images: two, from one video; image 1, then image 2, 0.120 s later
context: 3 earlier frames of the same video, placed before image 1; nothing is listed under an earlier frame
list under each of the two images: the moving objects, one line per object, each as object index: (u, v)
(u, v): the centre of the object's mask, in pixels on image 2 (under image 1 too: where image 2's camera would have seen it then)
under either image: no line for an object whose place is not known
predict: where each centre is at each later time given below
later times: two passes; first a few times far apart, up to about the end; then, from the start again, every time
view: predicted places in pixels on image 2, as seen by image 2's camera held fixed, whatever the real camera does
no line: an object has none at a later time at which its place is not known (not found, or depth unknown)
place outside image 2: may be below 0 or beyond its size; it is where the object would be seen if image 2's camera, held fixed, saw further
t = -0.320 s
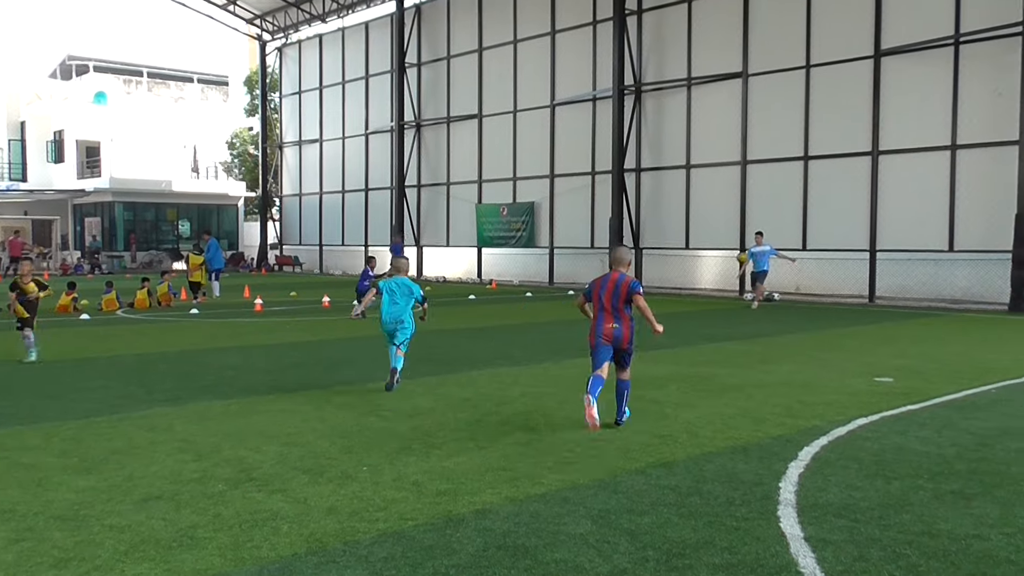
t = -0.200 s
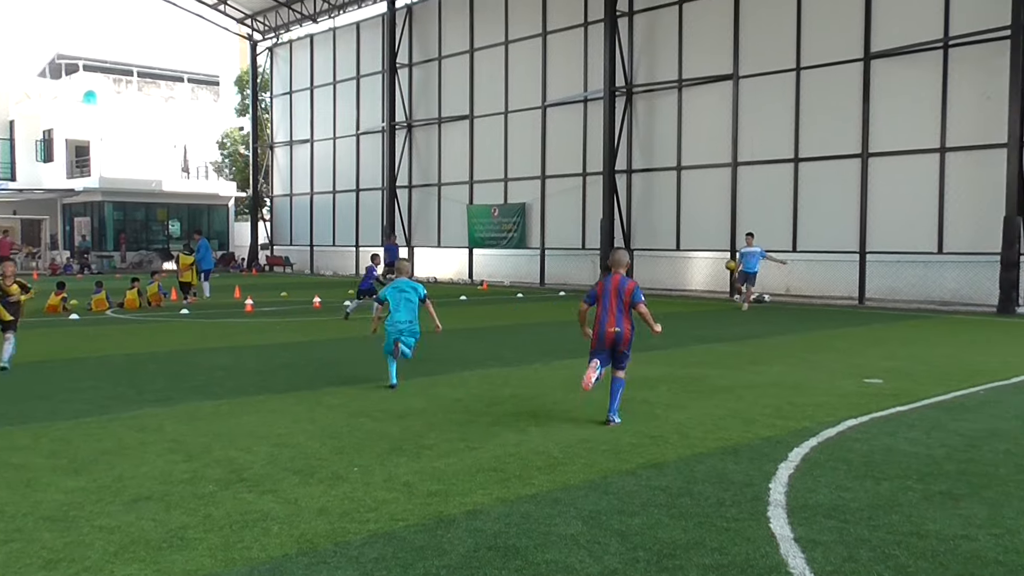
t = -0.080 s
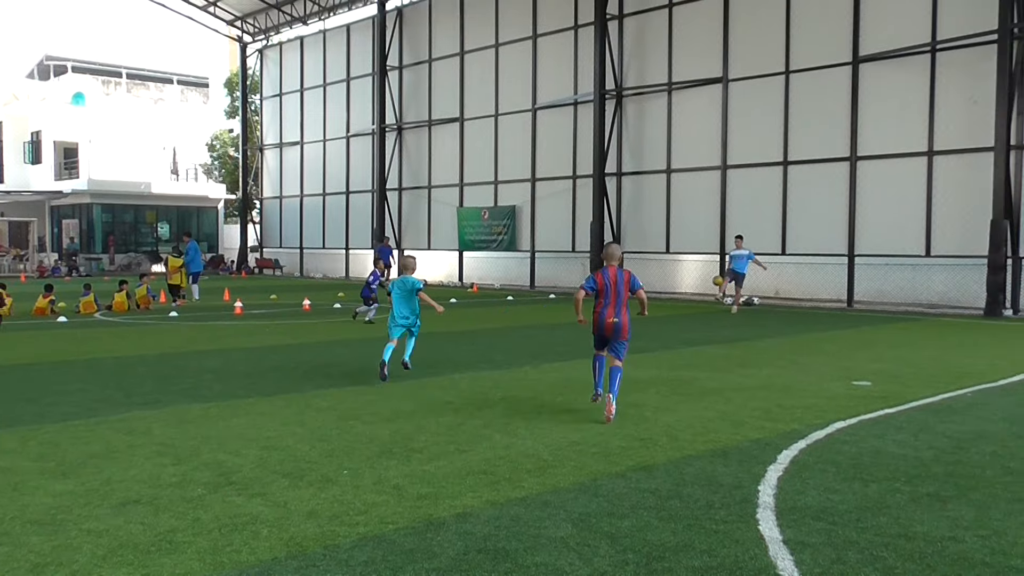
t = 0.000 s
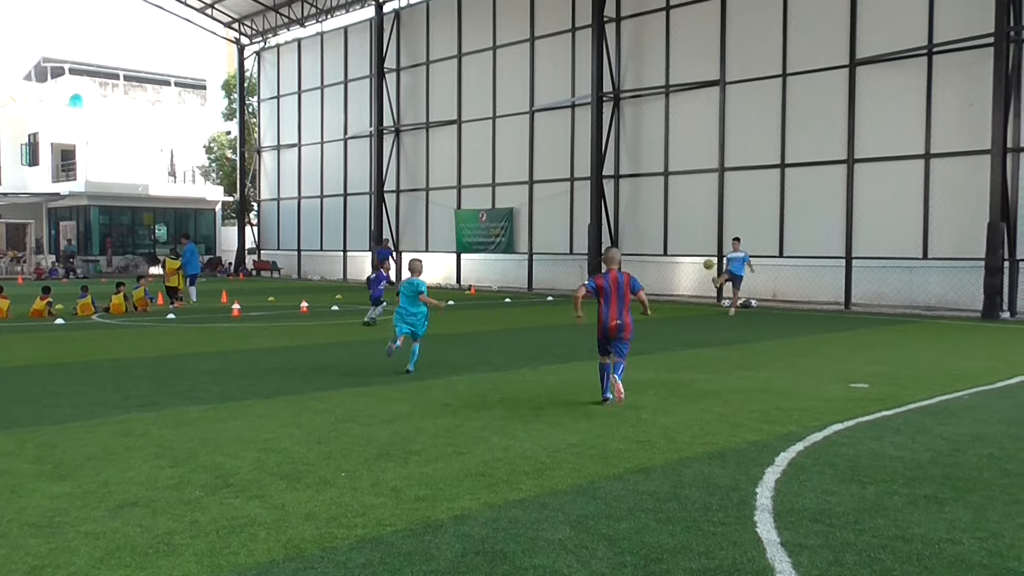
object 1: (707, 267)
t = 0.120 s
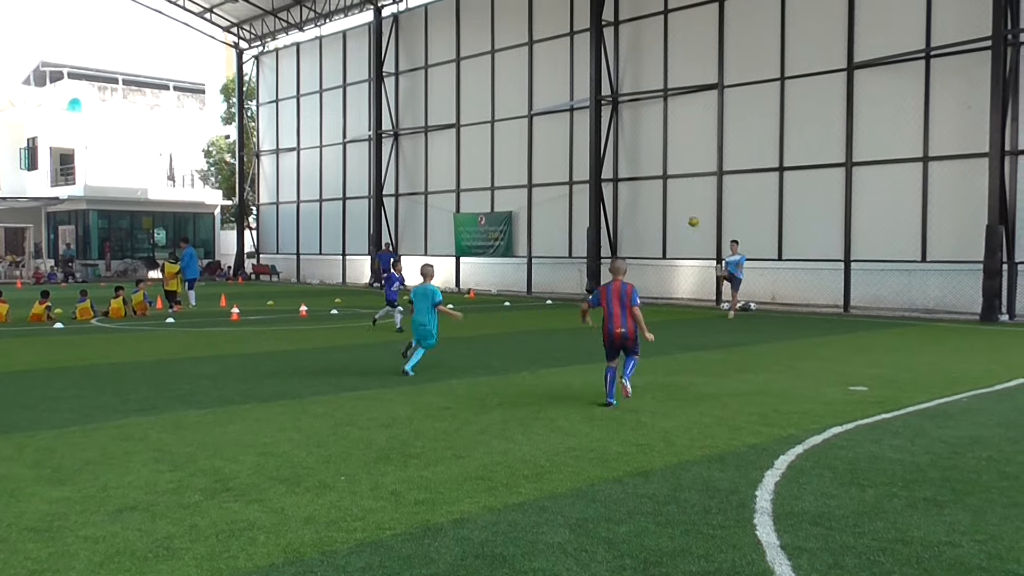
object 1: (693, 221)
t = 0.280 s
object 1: (675, 171)
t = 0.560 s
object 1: (641, 111)
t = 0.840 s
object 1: (607, 86)
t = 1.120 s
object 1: (573, 102)
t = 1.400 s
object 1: (548, 147)
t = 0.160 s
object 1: (689, 208)
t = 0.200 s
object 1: (684, 194)
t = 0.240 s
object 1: (679, 182)
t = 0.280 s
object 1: (675, 171)
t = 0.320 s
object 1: (669, 159)
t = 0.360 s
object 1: (665, 149)
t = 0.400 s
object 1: (660, 140)
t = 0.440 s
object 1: (656, 131)
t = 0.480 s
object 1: (651, 123)
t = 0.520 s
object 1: (646, 116)
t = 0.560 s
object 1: (641, 111)
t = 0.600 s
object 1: (636, 104)
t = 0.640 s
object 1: (632, 99)
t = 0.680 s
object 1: (627, 96)
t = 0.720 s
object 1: (622, 91)
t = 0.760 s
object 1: (617, 90)
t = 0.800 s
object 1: (613, 88)
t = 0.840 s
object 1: (607, 86)
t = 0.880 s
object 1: (602, 86)
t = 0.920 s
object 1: (597, 87)
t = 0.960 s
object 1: (593, 88)
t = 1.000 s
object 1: (588, 90)
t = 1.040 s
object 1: (583, 93)
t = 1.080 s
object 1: (578, 97)
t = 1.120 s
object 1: (573, 102)
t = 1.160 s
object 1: (568, 106)
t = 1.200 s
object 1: (563, 113)
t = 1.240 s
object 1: (560, 118)
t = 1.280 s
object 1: (557, 125)
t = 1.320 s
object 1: (553, 131)
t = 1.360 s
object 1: (550, 137)
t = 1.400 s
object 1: (548, 147)
